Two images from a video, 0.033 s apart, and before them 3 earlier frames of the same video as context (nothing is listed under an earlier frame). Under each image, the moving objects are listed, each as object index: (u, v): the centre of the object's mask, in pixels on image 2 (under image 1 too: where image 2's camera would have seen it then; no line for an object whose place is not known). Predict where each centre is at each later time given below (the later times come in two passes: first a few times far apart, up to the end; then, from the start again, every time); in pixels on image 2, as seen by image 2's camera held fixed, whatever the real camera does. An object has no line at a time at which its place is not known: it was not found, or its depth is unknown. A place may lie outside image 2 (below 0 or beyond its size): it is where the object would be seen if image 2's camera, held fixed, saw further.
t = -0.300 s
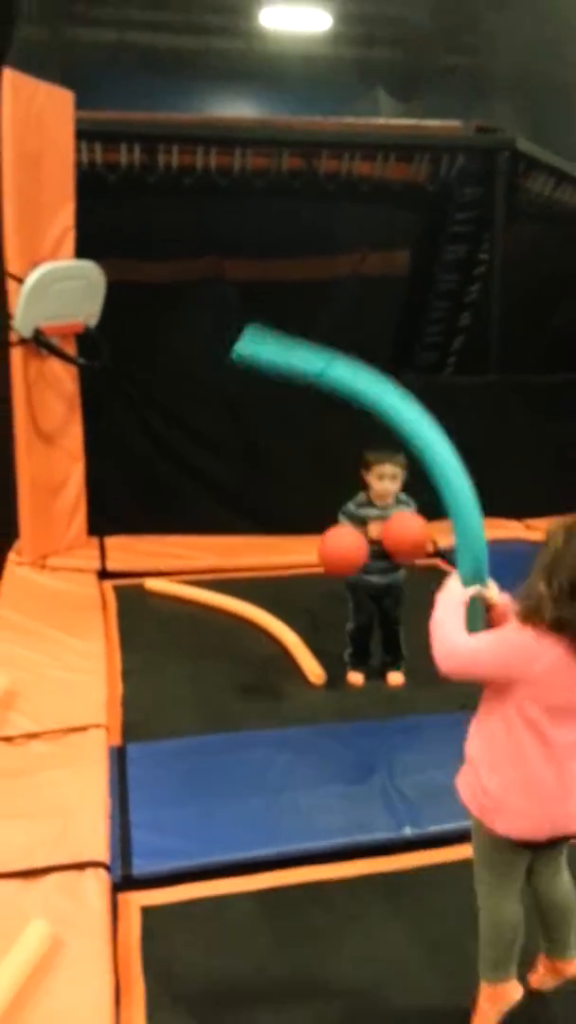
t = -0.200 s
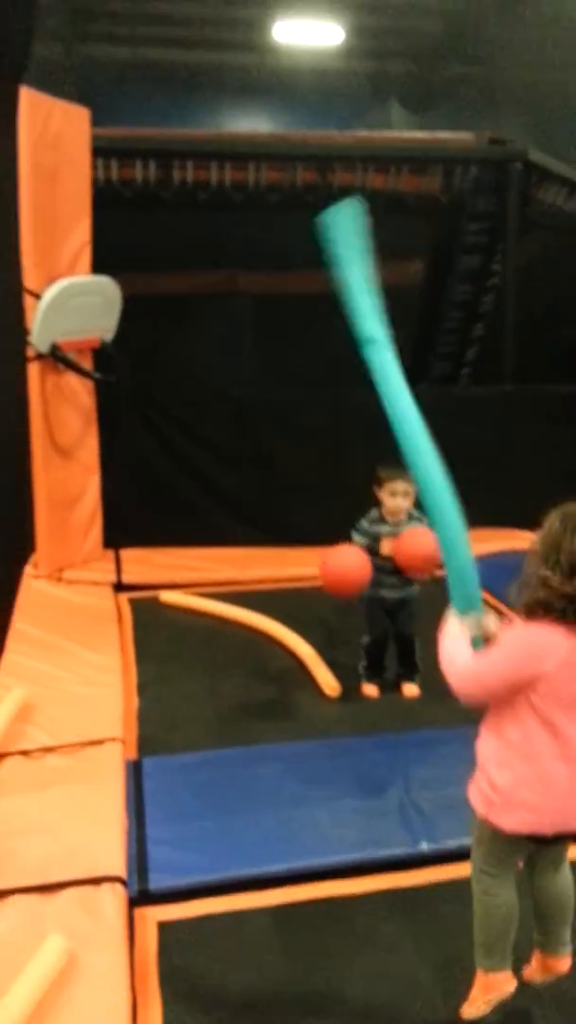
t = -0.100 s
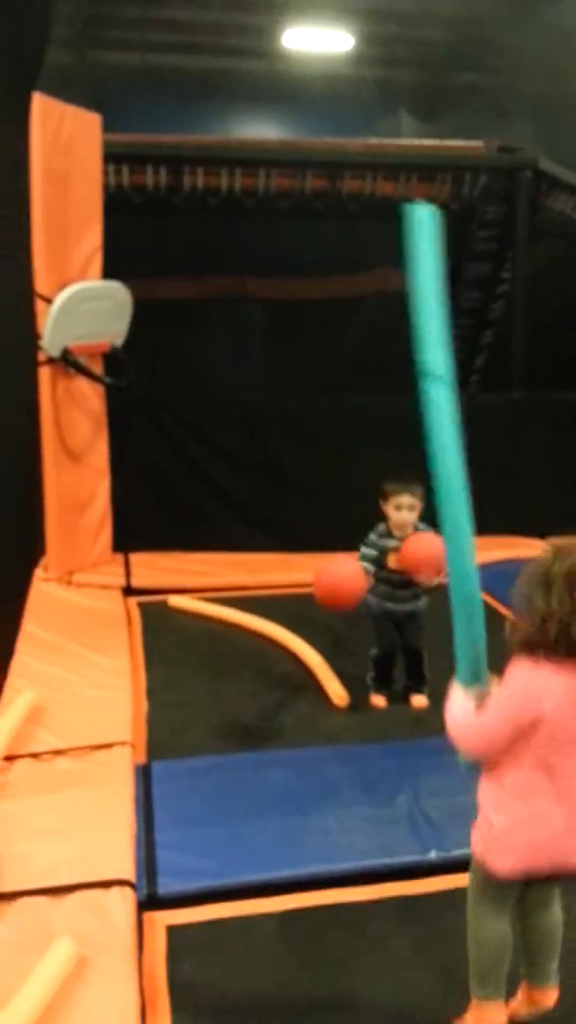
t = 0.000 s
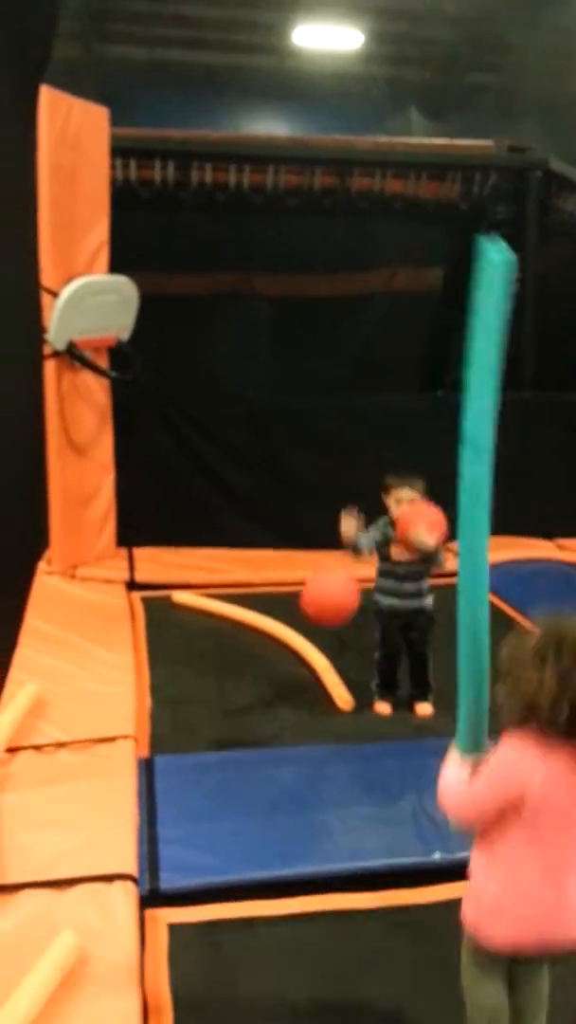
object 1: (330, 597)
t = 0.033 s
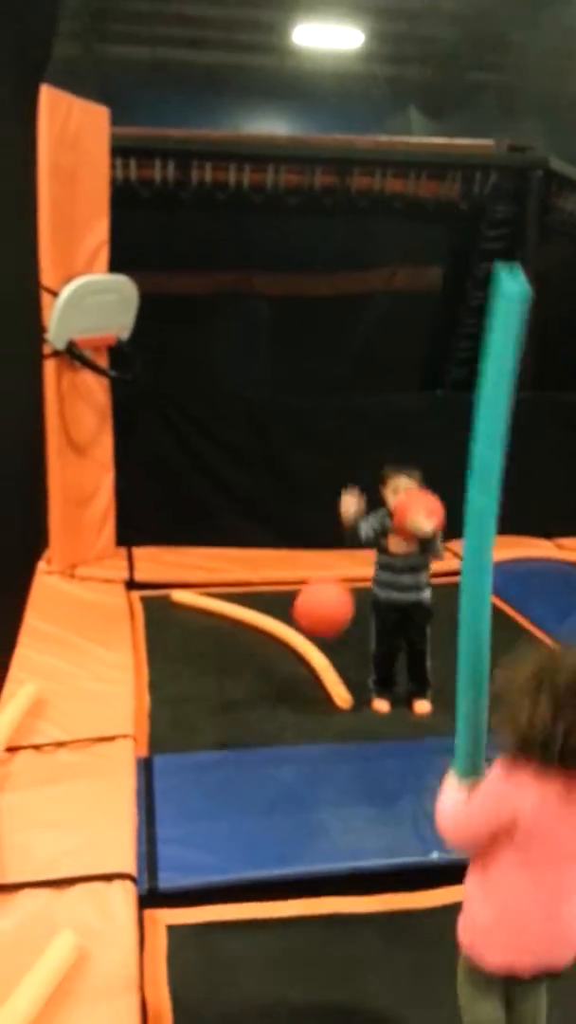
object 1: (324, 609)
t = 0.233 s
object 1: (289, 753)
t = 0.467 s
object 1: (264, 730)
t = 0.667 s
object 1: (242, 858)
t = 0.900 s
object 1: (213, 914)
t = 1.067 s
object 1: (198, 972)
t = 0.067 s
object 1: (321, 620)
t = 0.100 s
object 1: (312, 641)
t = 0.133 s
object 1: (306, 666)
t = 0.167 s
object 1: (299, 694)
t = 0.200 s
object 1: (295, 721)
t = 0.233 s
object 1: (289, 753)
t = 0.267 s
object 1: (285, 747)
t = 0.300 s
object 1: (281, 734)
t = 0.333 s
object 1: (277, 727)
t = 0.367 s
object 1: (272, 722)
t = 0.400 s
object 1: (270, 720)
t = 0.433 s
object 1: (268, 723)
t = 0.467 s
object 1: (264, 730)
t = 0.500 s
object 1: (260, 740)
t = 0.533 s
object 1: (257, 753)
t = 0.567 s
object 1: (256, 773)
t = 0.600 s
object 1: (249, 799)
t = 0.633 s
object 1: (243, 825)
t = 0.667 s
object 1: (242, 858)
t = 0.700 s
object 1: (237, 900)
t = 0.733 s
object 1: (232, 942)
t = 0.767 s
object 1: (229, 946)
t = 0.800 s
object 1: (226, 930)
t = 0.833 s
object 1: (223, 921)
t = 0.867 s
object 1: (220, 917)
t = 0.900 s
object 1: (213, 914)
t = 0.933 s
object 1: (208, 912)
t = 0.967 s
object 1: (205, 922)
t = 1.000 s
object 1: (202, 939)
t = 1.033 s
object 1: (199, 956)
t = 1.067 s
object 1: (198, 972)
